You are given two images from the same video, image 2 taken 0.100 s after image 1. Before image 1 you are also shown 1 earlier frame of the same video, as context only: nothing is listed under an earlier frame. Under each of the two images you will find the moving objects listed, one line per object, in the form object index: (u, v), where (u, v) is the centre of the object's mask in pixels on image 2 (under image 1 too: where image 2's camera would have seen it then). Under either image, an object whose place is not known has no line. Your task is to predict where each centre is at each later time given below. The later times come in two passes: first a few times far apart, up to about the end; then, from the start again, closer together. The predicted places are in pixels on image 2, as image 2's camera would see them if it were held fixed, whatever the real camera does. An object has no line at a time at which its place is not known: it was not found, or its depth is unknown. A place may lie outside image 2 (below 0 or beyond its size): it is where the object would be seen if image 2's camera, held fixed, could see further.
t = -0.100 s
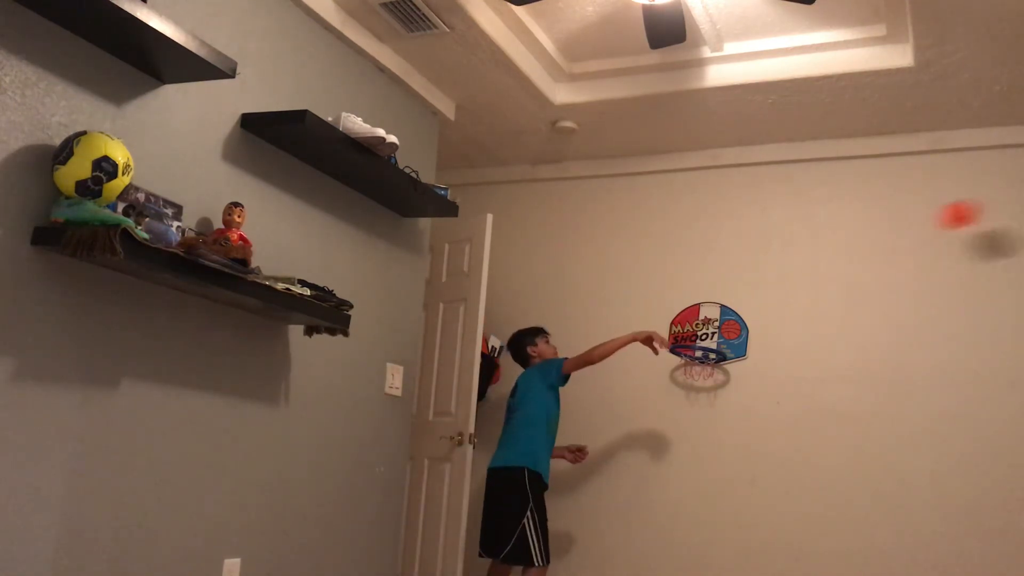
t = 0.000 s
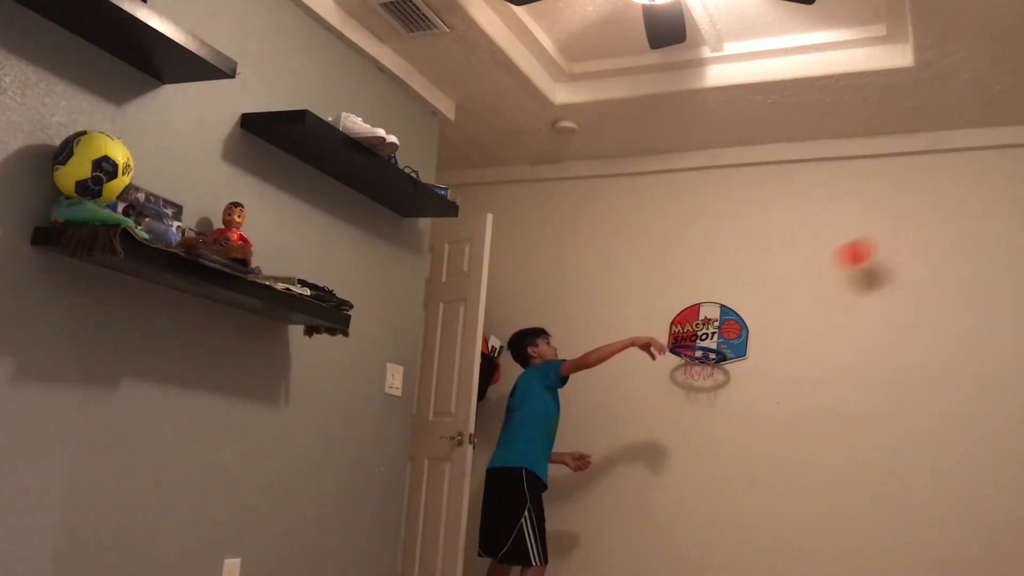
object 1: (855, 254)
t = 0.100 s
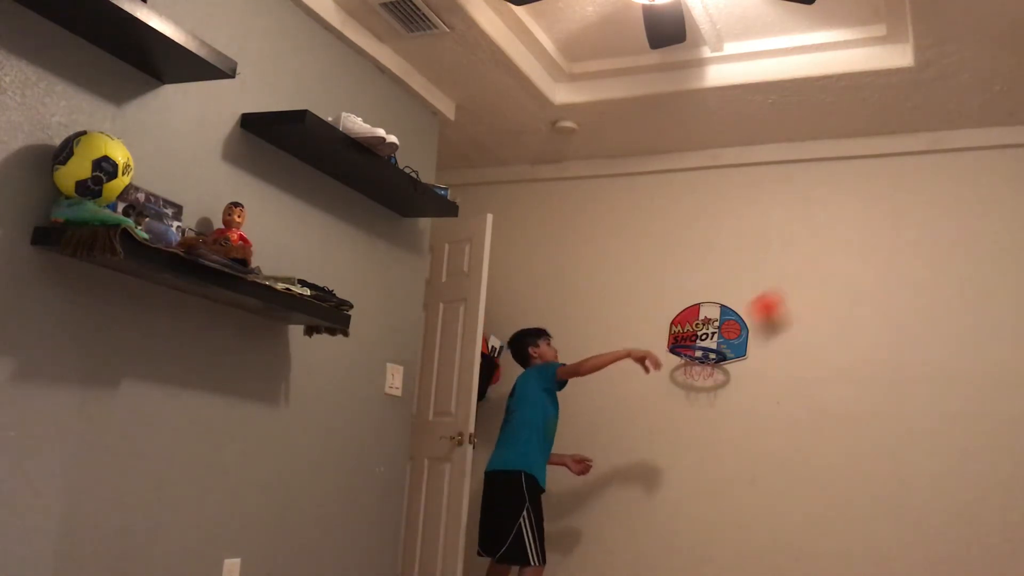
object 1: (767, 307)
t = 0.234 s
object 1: (688, 363)
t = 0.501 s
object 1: (694, 362)
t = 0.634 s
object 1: (700, 388)
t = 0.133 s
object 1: (737, 327)
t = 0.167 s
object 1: (715, 343)
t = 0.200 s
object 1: (692, 364)
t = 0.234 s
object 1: (688, 363)
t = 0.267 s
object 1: (698, 363)
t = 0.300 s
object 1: (706, 359)
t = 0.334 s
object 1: (705, 358)
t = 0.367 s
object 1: (702, 357)
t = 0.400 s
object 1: (698, 356)
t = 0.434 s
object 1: (696, 356)
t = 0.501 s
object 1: (694, 362)
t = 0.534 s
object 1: (694, 364)
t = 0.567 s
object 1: (697, 369)
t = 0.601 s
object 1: (698, 377)
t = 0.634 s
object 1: (700, 388)
